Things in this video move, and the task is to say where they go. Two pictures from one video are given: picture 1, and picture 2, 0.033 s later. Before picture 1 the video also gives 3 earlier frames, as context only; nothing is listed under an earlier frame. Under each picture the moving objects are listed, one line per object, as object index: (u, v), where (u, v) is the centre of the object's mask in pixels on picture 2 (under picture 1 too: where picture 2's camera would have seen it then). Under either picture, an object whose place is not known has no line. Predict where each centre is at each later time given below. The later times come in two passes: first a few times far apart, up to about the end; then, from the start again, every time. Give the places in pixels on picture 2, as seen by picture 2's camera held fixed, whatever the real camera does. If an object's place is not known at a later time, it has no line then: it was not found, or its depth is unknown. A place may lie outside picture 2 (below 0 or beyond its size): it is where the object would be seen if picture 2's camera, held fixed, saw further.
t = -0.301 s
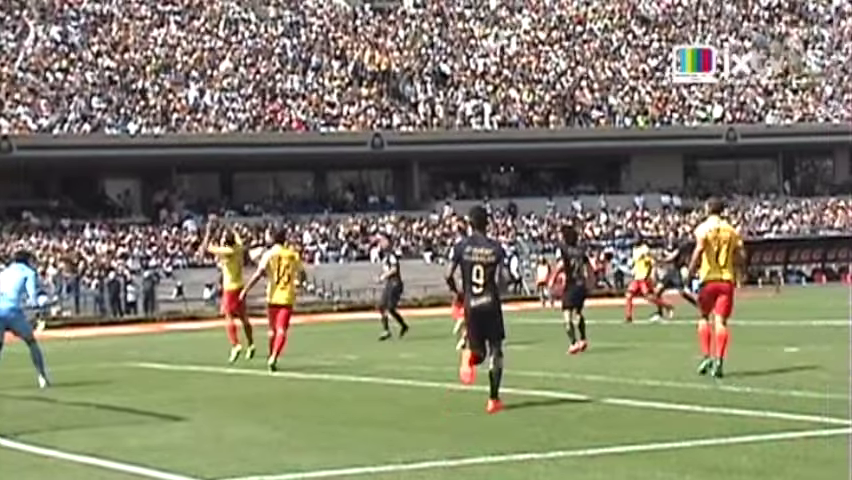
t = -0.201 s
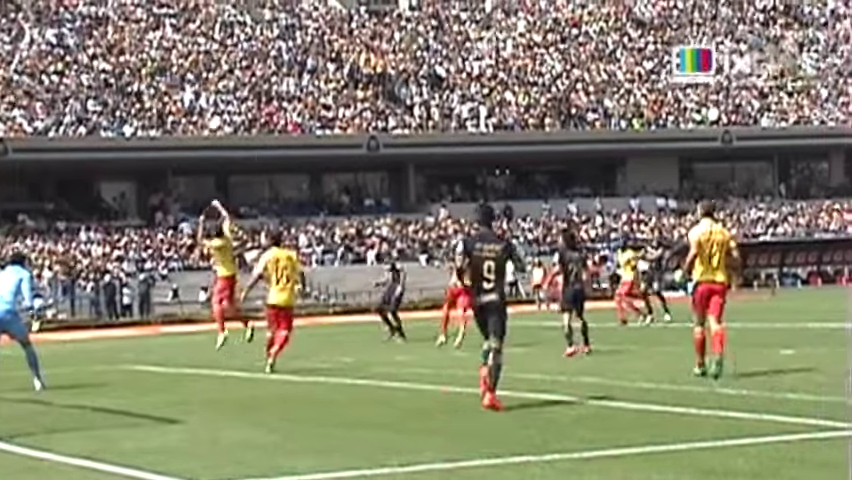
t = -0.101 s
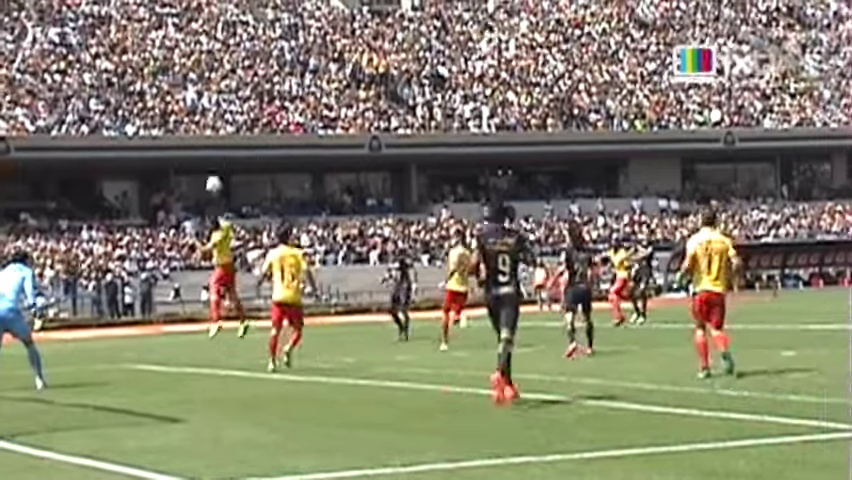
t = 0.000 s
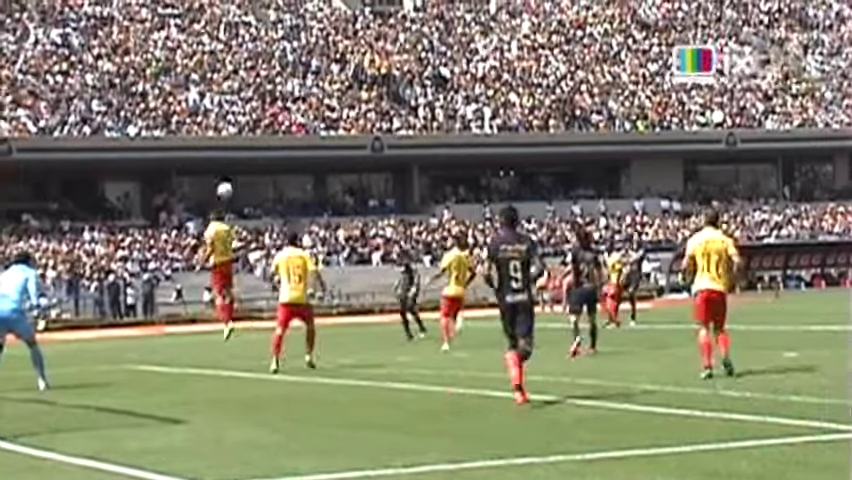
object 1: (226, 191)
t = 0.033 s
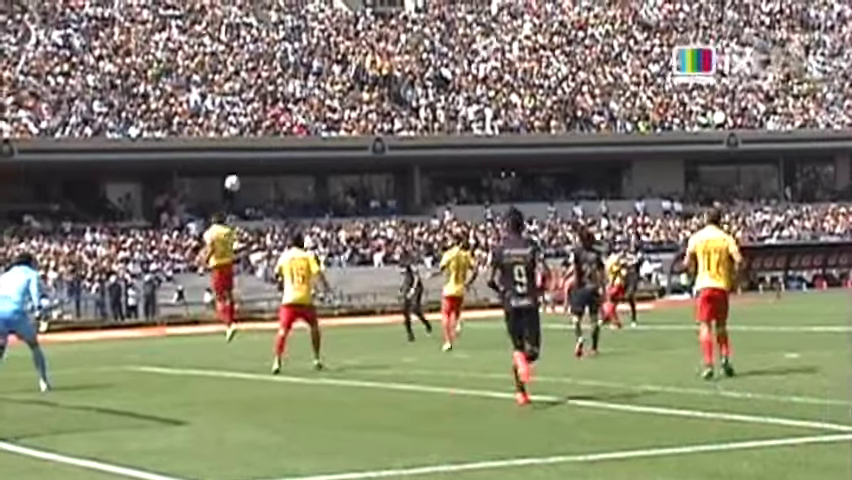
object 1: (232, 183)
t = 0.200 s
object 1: (258, 156)
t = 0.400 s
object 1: (289, 151)
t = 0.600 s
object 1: (316, 172)
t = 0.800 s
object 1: (342, 211)
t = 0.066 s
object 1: (237, 176)
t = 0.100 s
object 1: (243, 169)
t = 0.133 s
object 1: (248, 165)
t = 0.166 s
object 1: (253, 159)
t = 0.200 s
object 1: (258, 156)
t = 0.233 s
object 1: (263, 153)
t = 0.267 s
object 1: (269, 151)
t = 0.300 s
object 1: (274, 150)
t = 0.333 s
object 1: (279, 149)
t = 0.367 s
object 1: (284, 149)
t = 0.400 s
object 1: (289, 151)
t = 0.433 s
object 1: (293, 153)
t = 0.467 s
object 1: (298, 155)
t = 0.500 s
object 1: (303, 158)
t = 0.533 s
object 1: (308, 162)
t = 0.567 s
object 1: (312, 167)
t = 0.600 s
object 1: (316, 172)
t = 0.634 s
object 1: (321, 177)
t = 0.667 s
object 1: (325, 182)
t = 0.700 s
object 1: (330, 189)
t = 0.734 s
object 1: (334, 196)
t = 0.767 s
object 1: (339, 204)
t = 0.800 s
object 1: (342, 211)
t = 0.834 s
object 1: (346, 218)
